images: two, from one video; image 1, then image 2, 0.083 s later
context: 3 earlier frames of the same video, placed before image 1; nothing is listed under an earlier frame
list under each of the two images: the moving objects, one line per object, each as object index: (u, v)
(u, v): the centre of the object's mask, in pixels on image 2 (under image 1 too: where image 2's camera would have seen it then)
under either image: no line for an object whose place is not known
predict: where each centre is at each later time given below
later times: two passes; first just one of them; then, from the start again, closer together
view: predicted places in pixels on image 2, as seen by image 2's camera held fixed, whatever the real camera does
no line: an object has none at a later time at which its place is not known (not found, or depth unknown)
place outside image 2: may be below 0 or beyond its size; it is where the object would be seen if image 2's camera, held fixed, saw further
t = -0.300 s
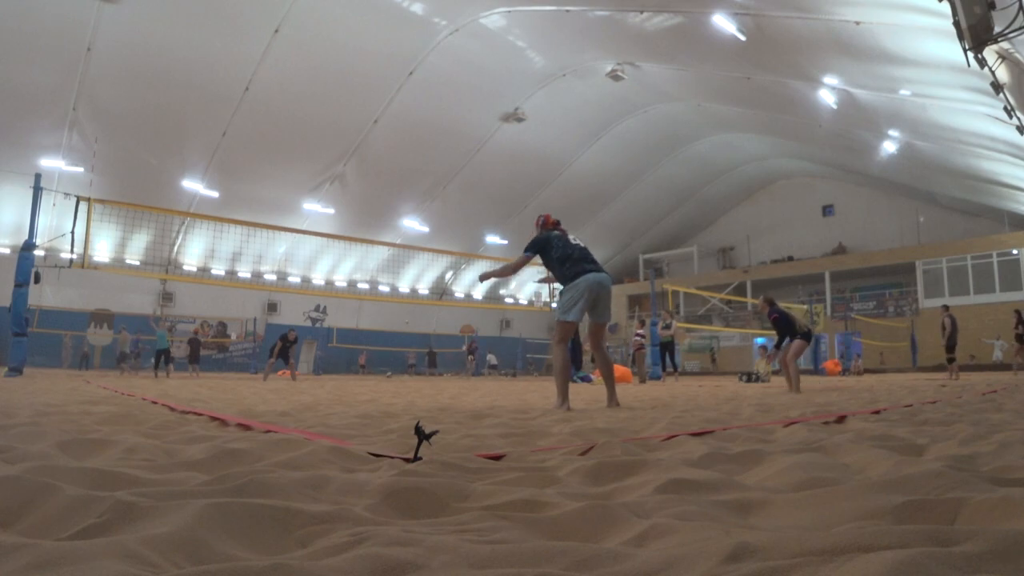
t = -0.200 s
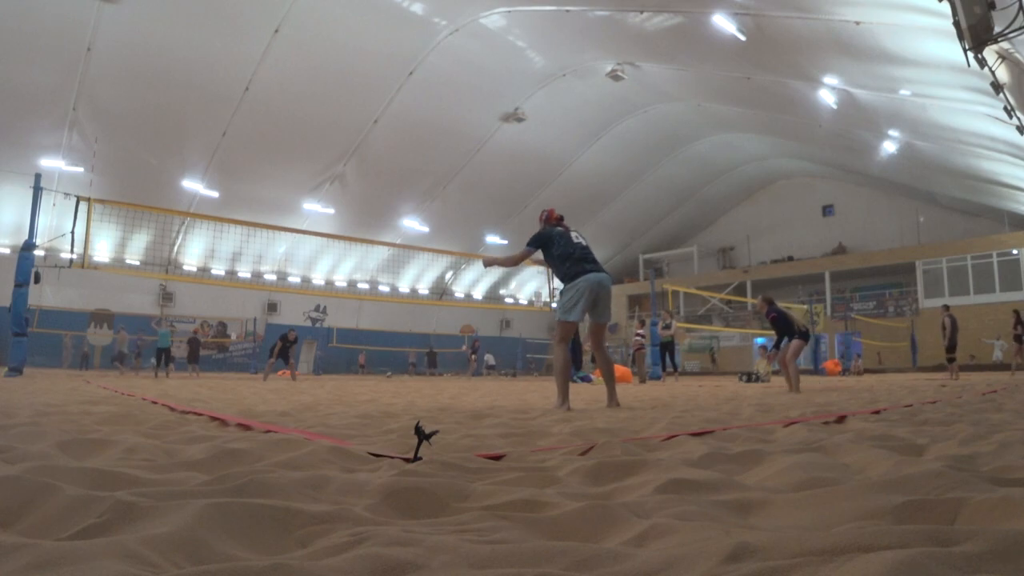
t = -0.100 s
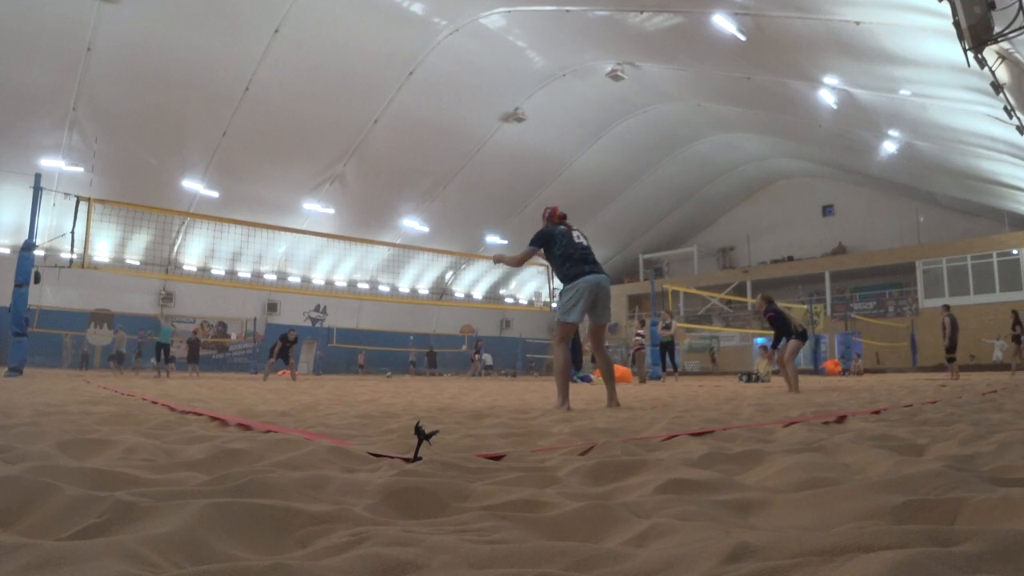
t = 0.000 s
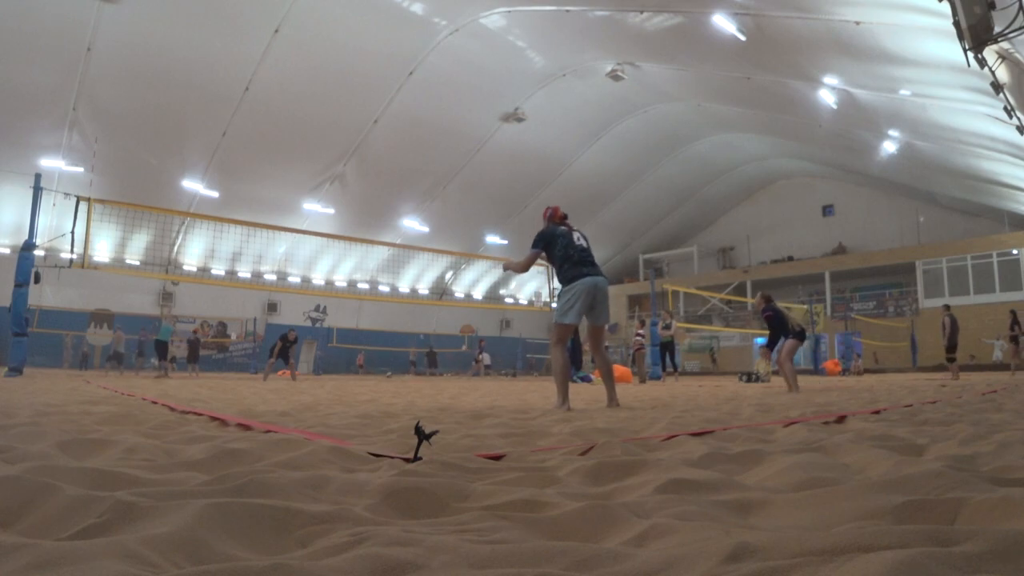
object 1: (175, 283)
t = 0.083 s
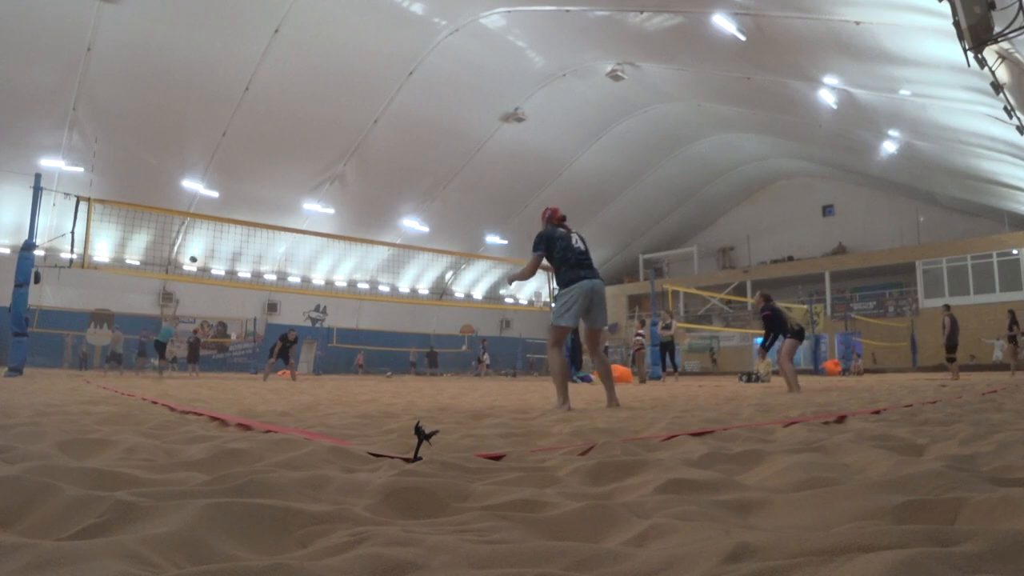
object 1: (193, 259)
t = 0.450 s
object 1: (284, 187)
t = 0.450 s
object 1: (284, 187)
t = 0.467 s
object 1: (289, 184)
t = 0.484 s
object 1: (294, 182)
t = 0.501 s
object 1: (298, 180)
